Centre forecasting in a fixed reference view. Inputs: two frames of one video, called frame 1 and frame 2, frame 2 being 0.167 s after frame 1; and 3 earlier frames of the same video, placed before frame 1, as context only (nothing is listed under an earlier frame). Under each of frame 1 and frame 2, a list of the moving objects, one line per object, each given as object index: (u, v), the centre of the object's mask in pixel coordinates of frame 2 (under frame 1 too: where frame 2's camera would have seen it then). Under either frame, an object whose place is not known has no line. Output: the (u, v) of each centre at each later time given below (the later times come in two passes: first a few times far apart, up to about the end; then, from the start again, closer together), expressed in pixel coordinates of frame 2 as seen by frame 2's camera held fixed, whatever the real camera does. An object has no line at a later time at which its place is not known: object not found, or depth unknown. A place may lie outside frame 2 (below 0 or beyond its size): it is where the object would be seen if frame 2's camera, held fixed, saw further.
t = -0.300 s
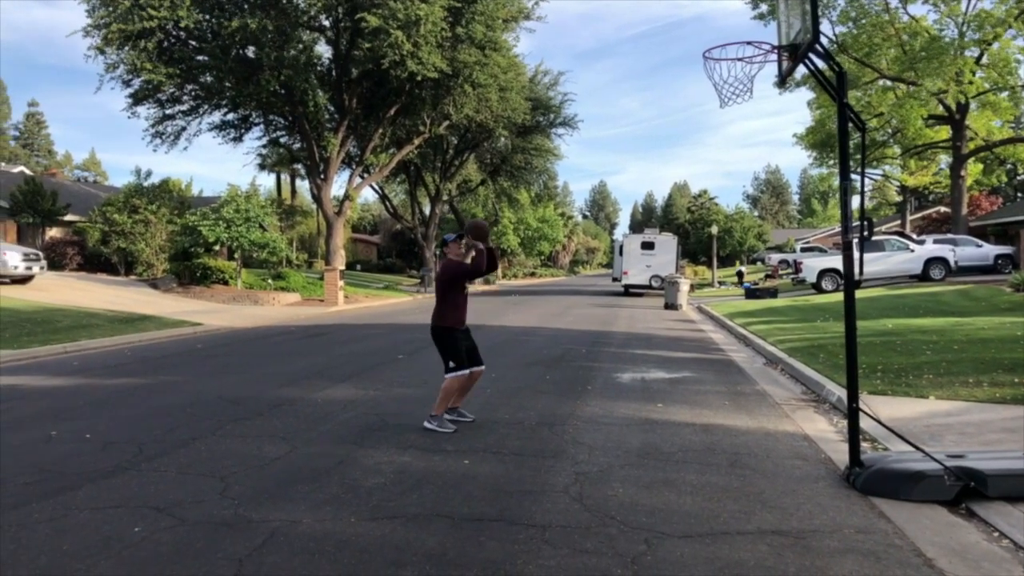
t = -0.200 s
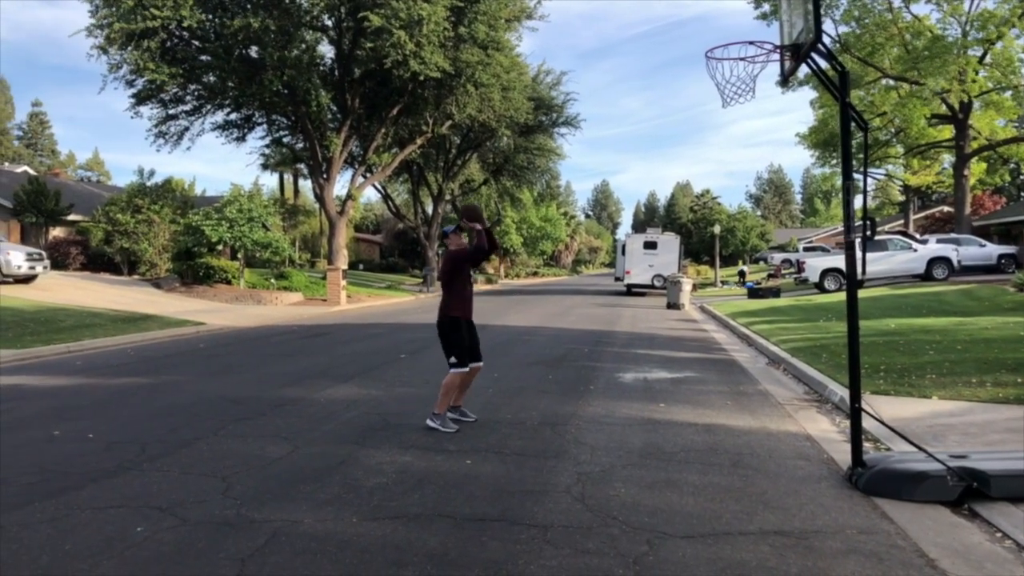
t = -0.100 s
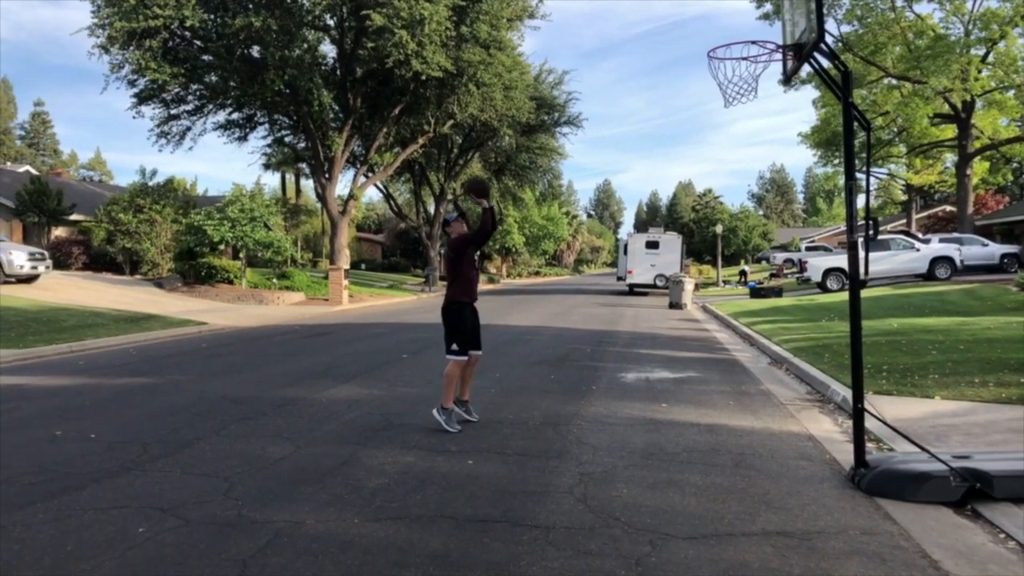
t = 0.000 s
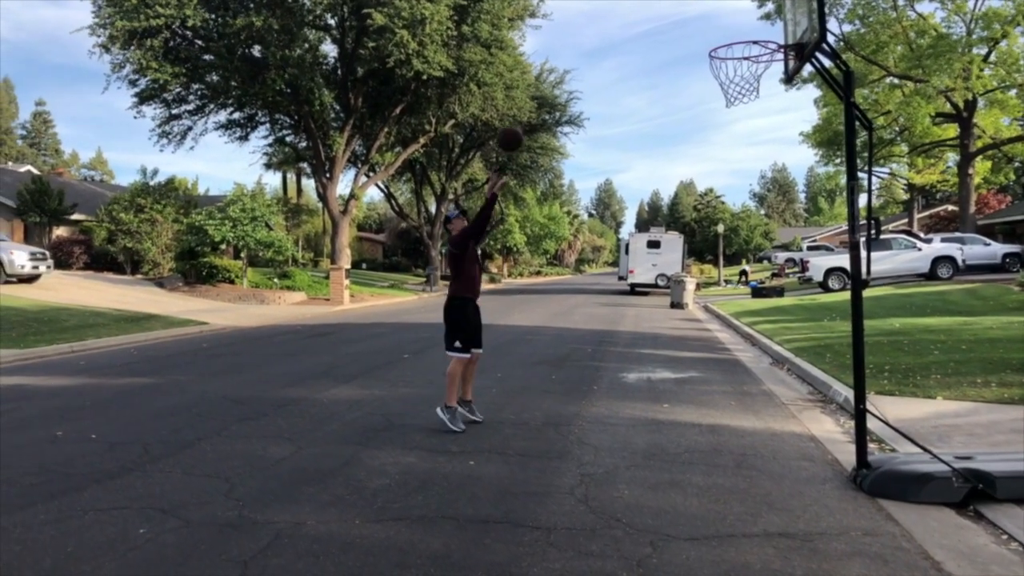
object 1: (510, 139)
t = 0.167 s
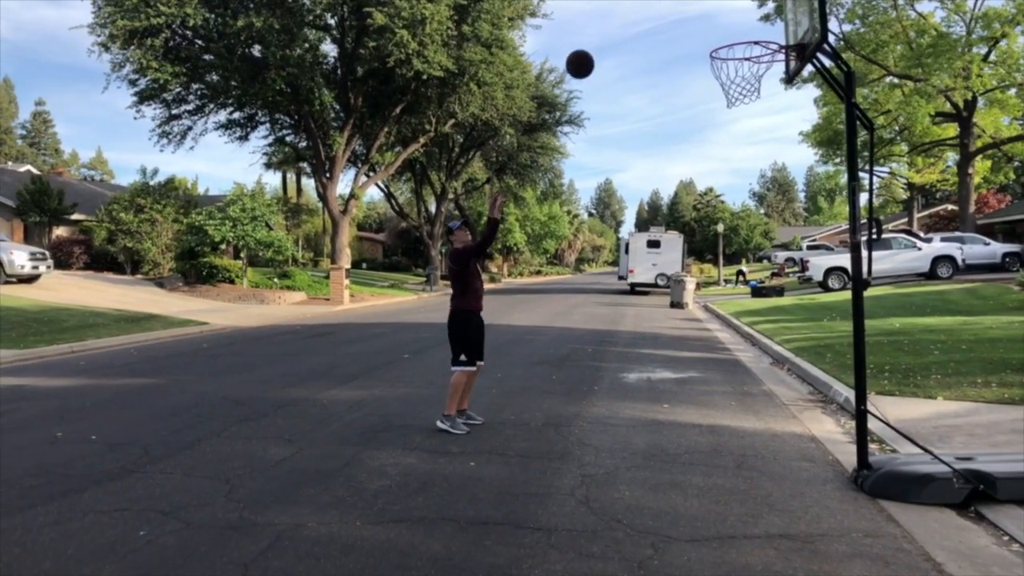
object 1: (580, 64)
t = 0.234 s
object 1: (610, 41)
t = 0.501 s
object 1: (744, 6)
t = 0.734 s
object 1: (733, 45)
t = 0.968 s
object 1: (762, 37)
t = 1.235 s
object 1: (752, 93)
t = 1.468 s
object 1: (723, 214)
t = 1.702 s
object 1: (693, 400)
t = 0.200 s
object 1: (595, 52)
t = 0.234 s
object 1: (610, 41)
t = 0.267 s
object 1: (625, 32)
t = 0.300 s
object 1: (641, 23)
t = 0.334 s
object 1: (657, 16)
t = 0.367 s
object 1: (674, 12)
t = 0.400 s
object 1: (691, 9)
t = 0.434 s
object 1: (708, 8)
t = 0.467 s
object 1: (726, 7)
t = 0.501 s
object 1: (744, 6)
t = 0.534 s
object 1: (763, 6)
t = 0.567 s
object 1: (782, 8)
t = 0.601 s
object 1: (780, 11)
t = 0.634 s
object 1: (768, 20)
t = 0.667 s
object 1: (757, 31)
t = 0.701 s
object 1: (745, 40)
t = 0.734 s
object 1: (733, 45)
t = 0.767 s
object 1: (730, 46)
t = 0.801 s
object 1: (731, 46)
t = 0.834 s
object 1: (737, 42)
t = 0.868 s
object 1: (744, 38)
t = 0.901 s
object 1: (750, 37)
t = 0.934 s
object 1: (756, 36)
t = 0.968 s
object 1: (762, 37)
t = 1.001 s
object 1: (768, 40)
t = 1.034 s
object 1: (773, 45)
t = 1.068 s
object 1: (773, 49)
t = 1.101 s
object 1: (769, 55)
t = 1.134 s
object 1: (765, 62)
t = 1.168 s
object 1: (760, 71)
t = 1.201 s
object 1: (756, 81)
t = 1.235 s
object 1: (752, 93)
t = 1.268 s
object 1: (748, 105)
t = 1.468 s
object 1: (723, 214)
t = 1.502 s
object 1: (720, 237)
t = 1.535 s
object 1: (714, 261)
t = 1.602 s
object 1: (706, 312)
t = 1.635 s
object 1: (701, 340)
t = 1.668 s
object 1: (697, 370)
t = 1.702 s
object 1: (693, 400)
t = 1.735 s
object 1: (689, 432)
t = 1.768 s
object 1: (685, 438)
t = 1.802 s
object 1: (682, 412)
